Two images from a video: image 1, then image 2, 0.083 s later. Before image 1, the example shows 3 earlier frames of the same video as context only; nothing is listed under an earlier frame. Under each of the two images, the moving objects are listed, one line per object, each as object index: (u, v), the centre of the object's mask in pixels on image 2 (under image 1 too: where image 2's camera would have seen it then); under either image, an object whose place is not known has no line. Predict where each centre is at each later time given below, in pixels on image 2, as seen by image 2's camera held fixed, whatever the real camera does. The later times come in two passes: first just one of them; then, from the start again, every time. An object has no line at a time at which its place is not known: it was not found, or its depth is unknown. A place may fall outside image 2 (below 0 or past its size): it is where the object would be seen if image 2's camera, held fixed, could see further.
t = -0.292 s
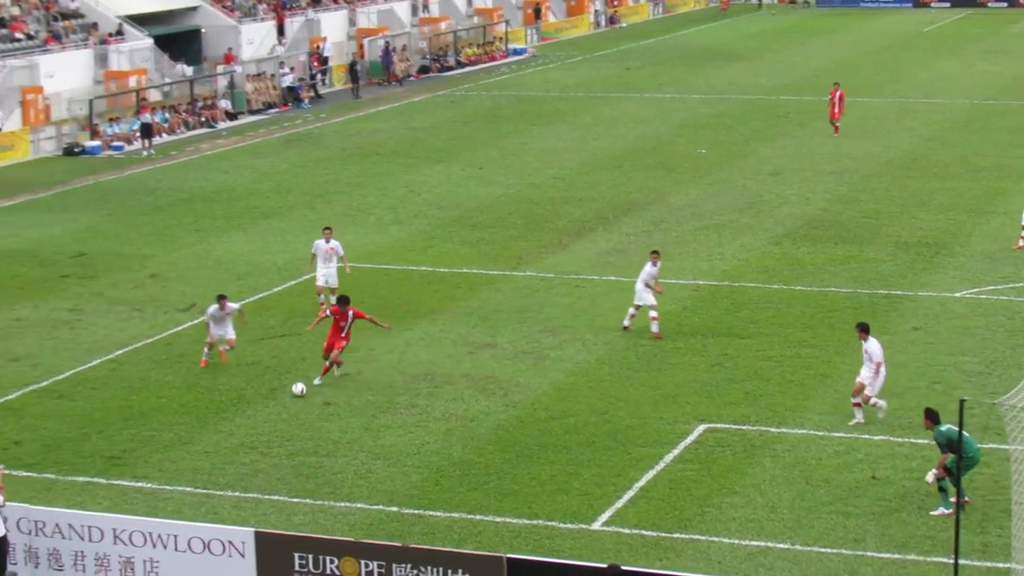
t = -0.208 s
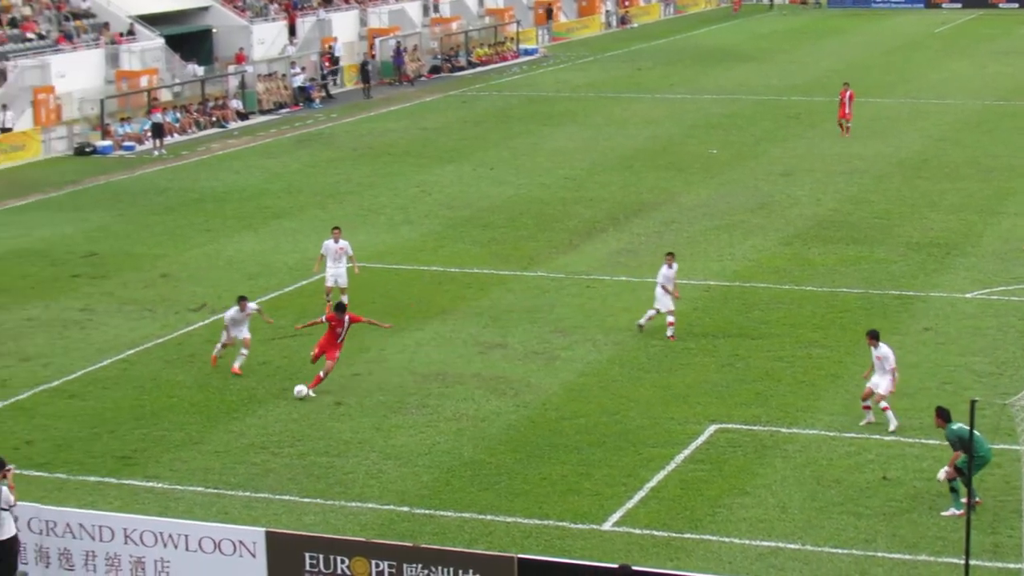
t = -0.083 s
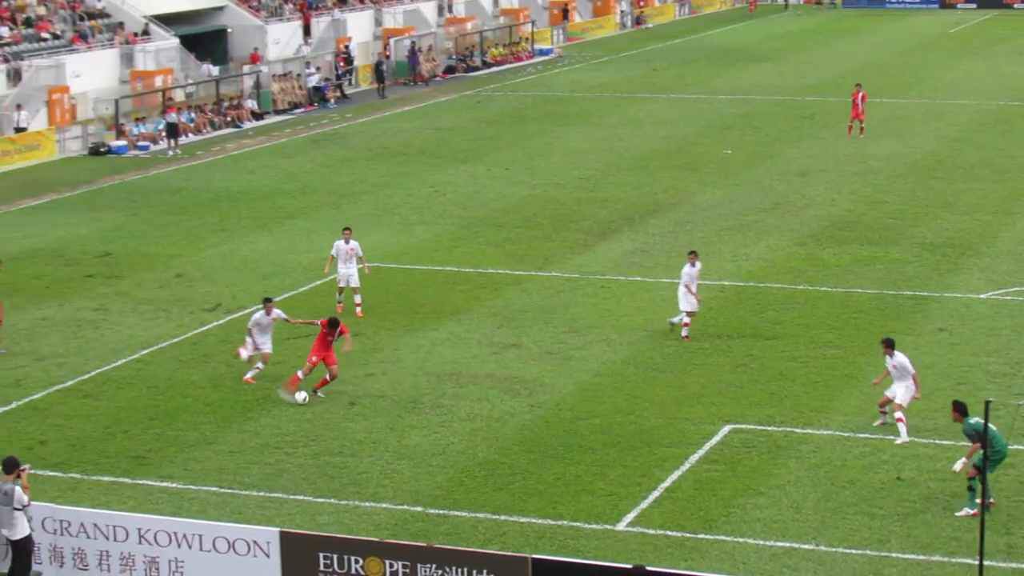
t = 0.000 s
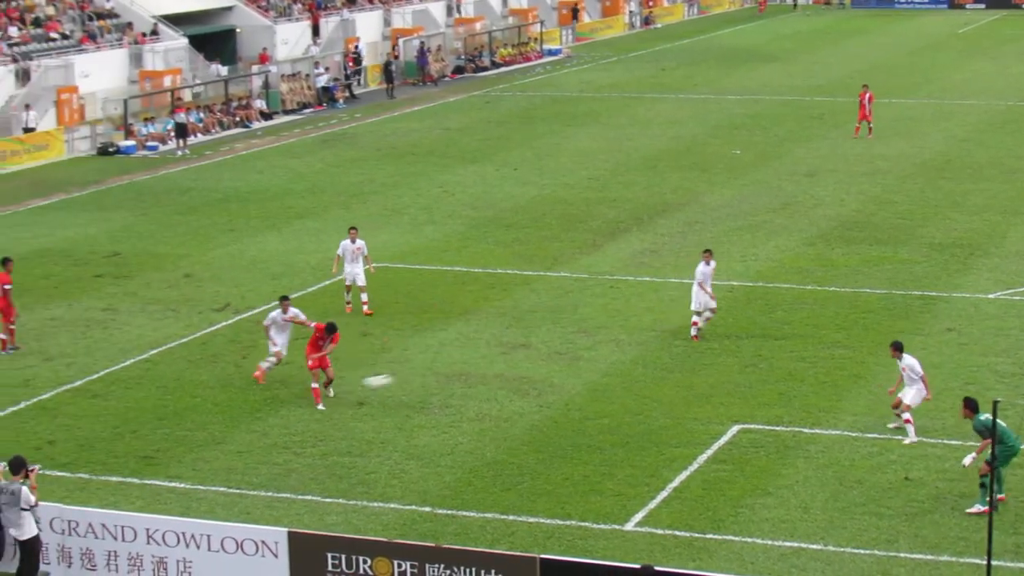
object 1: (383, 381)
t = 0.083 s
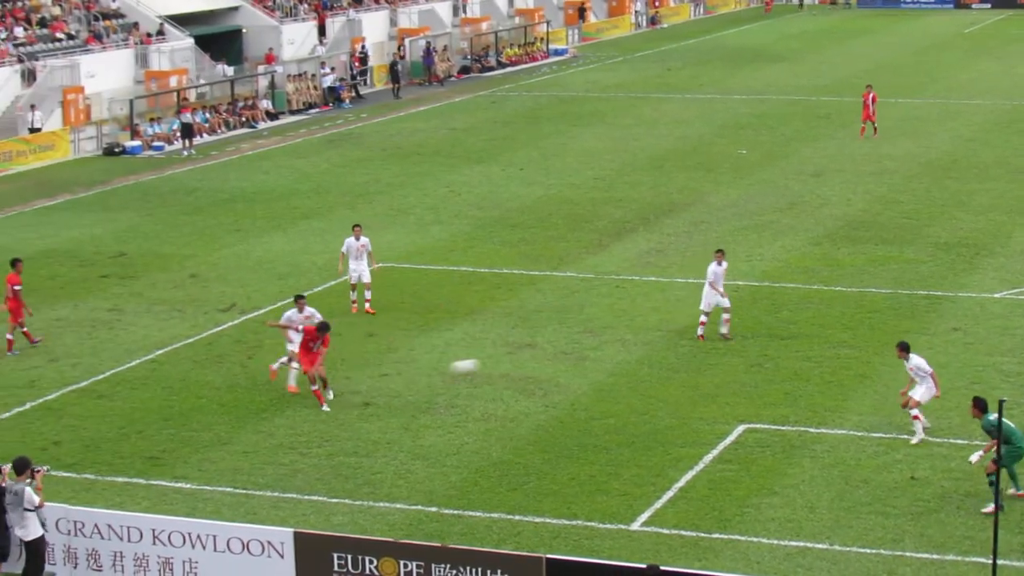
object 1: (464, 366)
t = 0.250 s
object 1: (630, 341)
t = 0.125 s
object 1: (506, 359)
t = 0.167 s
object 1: (547, 353)
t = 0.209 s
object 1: (588, 346)
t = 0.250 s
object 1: (630, 341)
